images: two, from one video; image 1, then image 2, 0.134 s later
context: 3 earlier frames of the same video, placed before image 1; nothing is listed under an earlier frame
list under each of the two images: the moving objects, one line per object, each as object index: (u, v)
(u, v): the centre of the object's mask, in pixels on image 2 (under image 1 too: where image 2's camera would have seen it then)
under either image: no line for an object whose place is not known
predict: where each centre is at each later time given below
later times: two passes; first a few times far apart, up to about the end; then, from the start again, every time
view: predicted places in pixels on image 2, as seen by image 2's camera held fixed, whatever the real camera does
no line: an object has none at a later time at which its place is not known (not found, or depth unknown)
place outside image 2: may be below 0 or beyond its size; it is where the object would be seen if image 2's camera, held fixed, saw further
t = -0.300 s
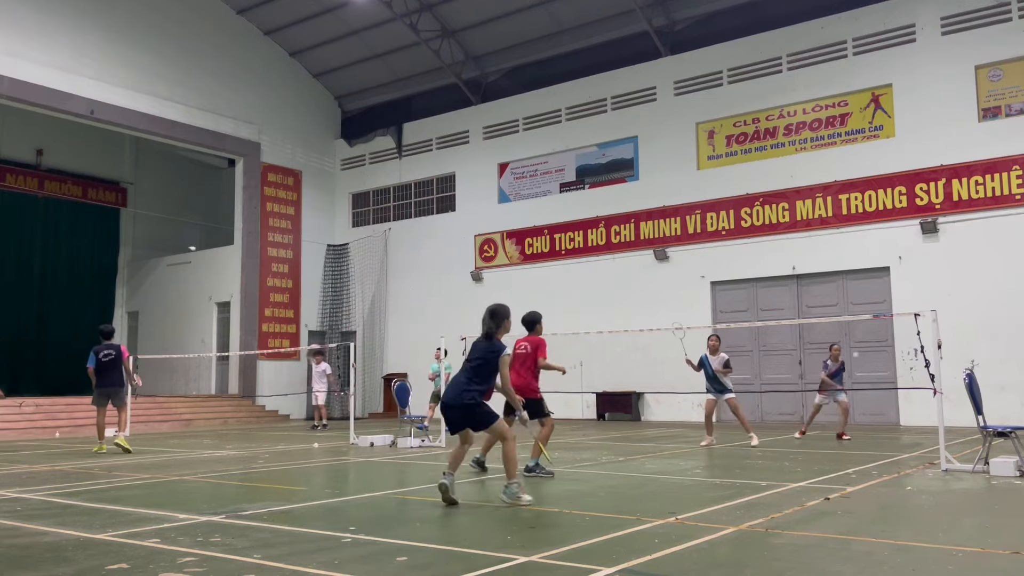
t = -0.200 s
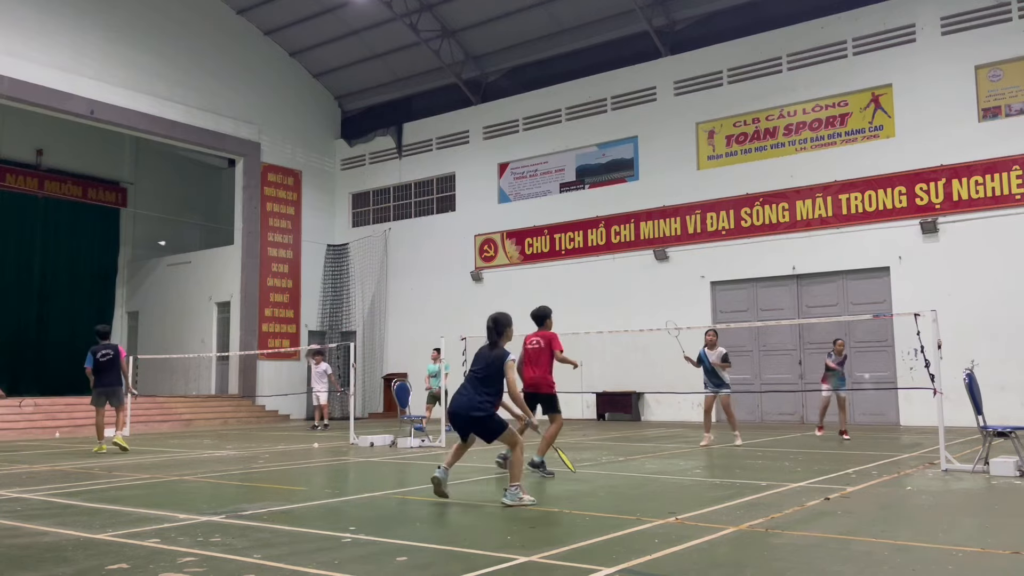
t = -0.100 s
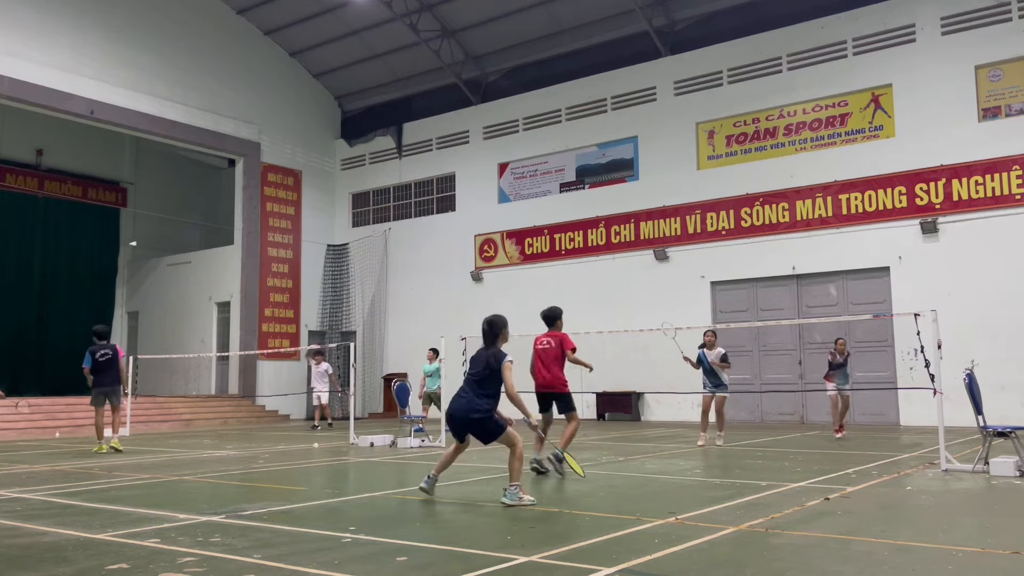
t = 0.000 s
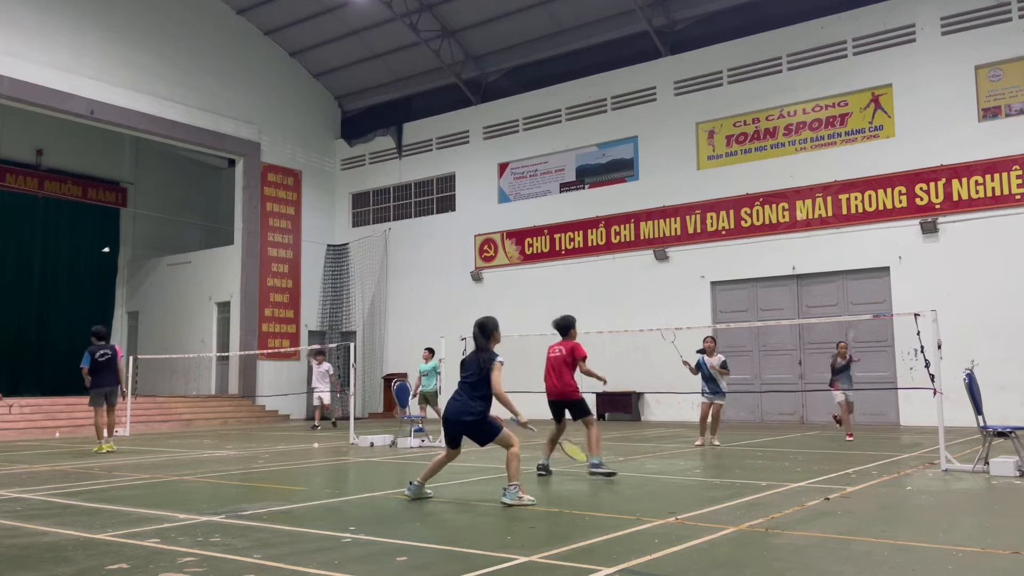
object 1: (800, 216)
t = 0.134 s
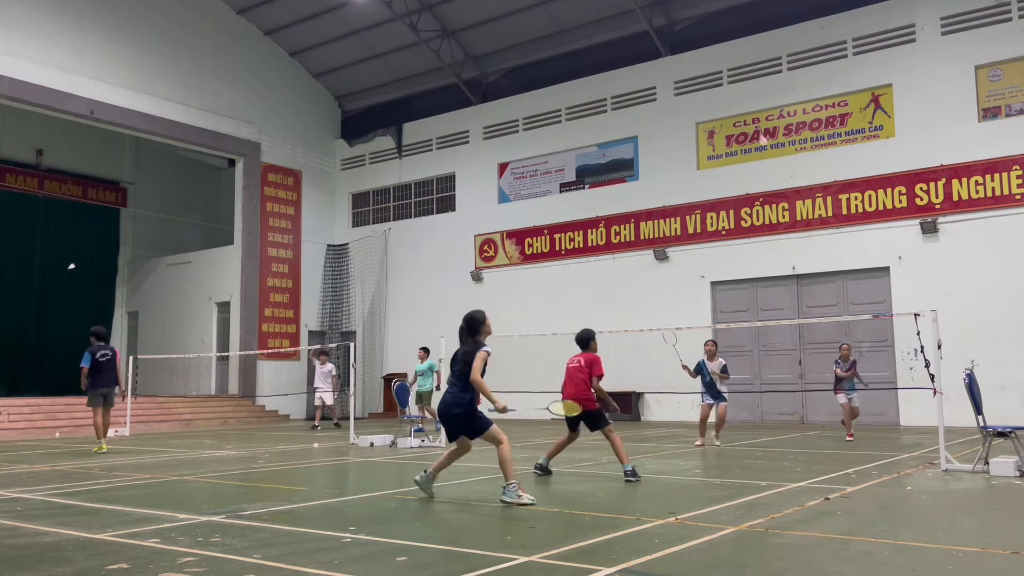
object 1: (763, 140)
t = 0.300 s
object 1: (723, 80)
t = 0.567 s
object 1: (664, 50)
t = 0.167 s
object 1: (754, 126)
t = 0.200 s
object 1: (746, 112)
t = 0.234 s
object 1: (738, 100)
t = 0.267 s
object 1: (730, 90)
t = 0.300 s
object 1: (723, 80)
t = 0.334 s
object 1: (716, 72)
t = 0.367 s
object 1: (707, 65)
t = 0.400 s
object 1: (700, 59)
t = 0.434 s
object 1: (693, 55)
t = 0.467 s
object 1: (686, 51)
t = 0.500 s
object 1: (678, 49)
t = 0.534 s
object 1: (671, 49)
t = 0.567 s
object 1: (664, 50)
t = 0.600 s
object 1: (657, 52)
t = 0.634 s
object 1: (649, 56)
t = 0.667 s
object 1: (642, 61)
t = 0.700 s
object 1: (635, 68)
